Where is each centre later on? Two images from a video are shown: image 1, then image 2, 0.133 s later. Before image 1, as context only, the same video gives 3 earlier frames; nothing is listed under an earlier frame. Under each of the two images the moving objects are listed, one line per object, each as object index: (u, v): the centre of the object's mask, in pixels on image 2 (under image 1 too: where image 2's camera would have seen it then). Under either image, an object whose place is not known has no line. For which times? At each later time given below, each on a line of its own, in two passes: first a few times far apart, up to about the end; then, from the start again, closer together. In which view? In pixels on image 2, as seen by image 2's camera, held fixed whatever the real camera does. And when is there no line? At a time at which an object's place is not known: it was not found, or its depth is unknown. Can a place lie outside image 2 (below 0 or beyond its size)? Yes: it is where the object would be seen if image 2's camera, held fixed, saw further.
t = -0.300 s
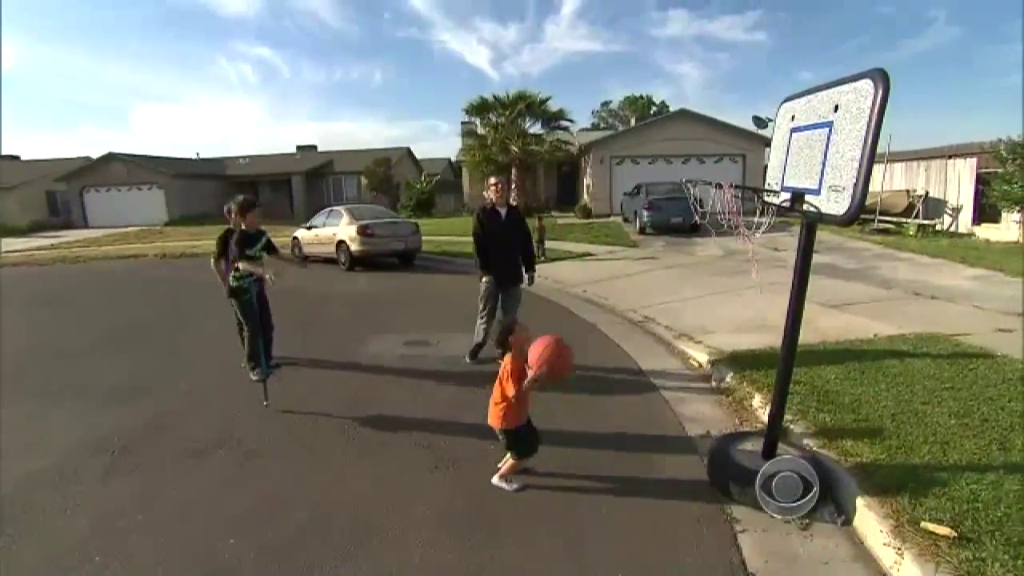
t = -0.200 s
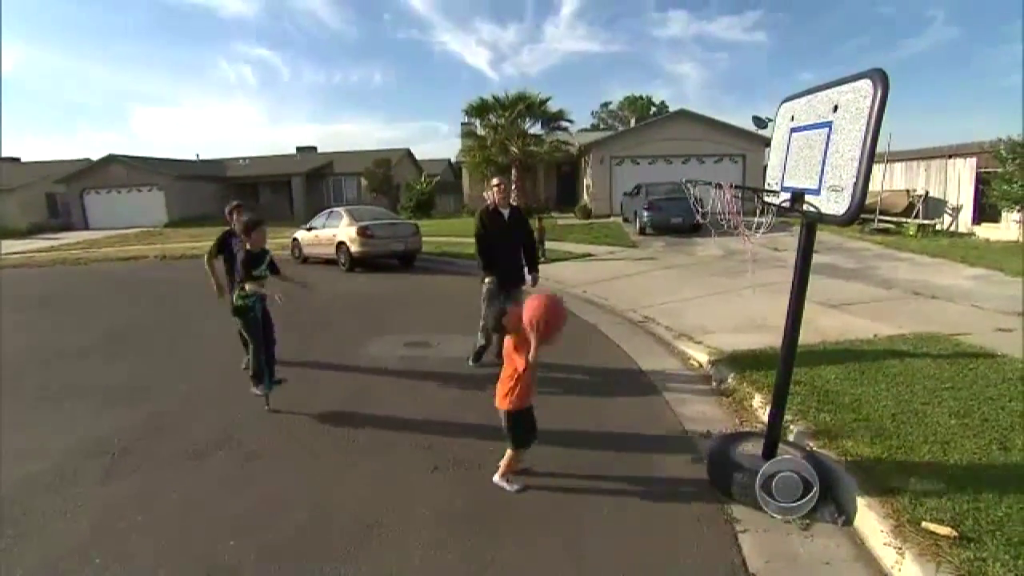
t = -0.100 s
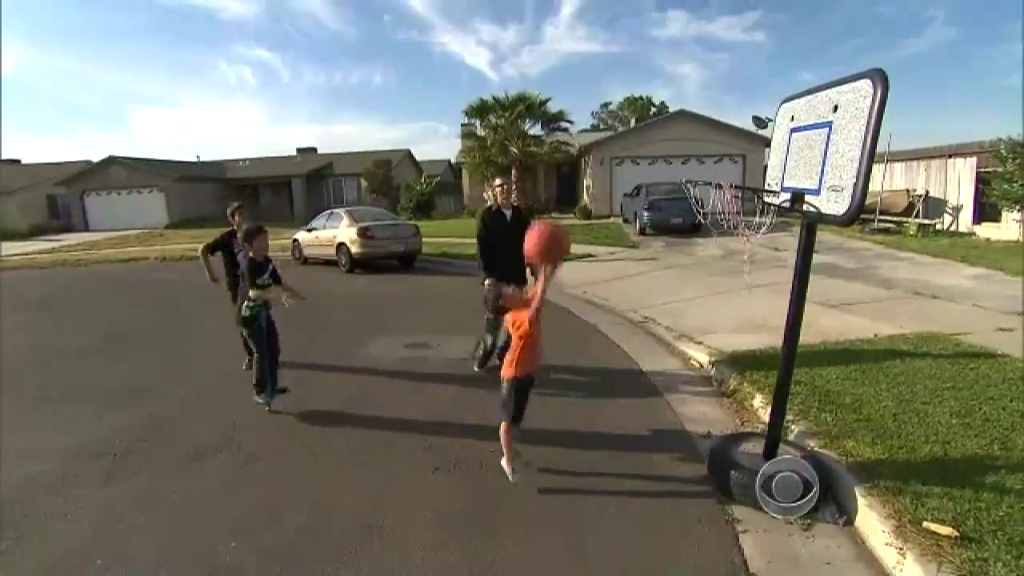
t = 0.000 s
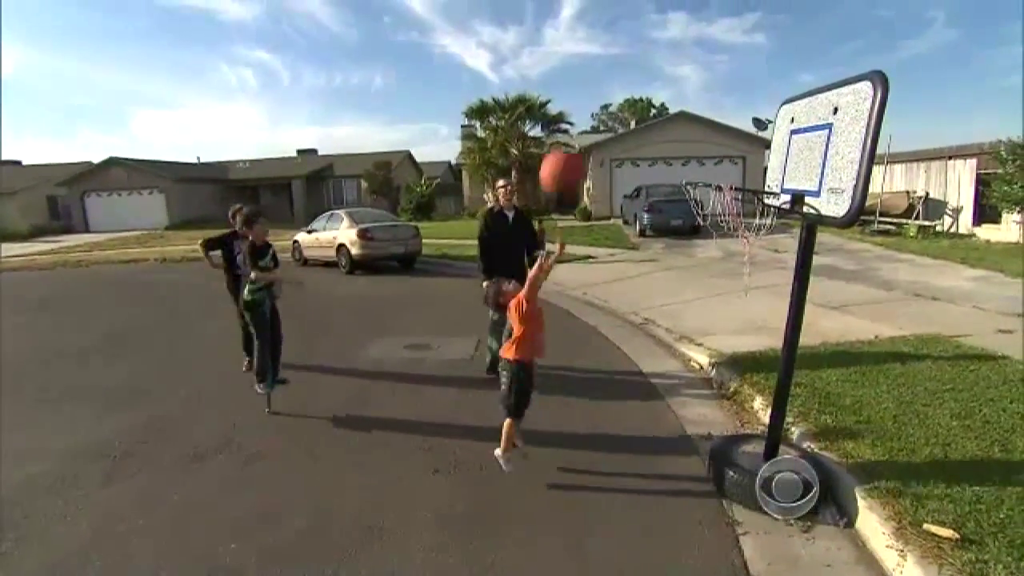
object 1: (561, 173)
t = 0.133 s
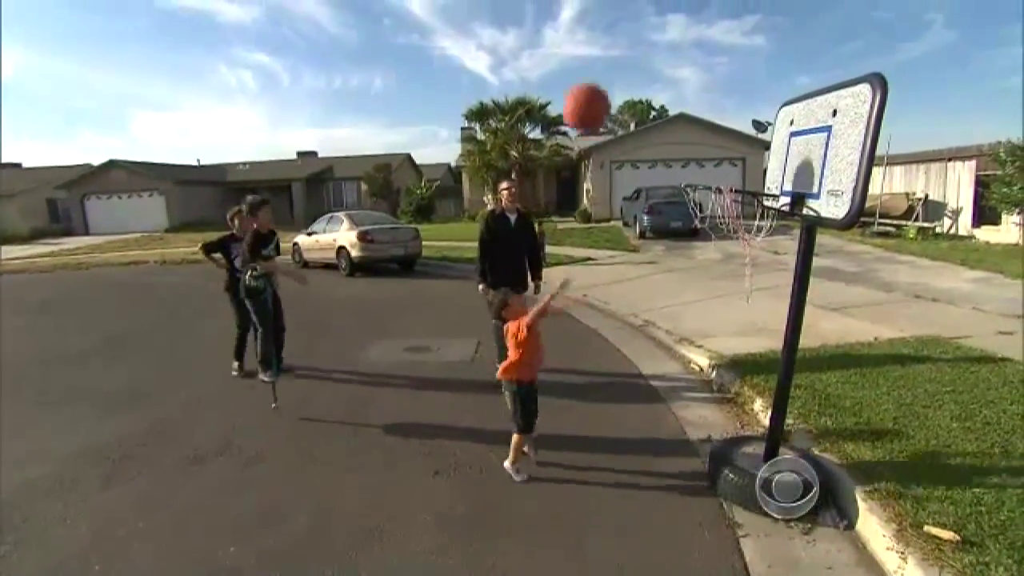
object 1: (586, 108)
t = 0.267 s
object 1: (610, 77)
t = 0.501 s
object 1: (648, 108)
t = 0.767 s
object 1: (617, 179)
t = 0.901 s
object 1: (567, 212)
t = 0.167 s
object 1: (592, 97)
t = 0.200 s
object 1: (598, 88)
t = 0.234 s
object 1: (604, 81)
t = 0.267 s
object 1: (610, 77)
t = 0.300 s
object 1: (615, 75)
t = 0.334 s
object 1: (621, 75)
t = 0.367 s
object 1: (626, 77)
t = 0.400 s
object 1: (632, 81)
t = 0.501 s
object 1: (648, 108)
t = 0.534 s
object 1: (654, 121)
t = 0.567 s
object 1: (659, 137)
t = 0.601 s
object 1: (665, 153)
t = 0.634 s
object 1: (669, 170)
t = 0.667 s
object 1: (657, 171)
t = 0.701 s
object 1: (643, 171)
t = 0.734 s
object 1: (629, 175)
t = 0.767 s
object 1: (617, 179)
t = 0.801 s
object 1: (603, 184)
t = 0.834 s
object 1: (591, 192)
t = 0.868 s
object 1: (579, 202)
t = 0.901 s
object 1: (567, 212)
